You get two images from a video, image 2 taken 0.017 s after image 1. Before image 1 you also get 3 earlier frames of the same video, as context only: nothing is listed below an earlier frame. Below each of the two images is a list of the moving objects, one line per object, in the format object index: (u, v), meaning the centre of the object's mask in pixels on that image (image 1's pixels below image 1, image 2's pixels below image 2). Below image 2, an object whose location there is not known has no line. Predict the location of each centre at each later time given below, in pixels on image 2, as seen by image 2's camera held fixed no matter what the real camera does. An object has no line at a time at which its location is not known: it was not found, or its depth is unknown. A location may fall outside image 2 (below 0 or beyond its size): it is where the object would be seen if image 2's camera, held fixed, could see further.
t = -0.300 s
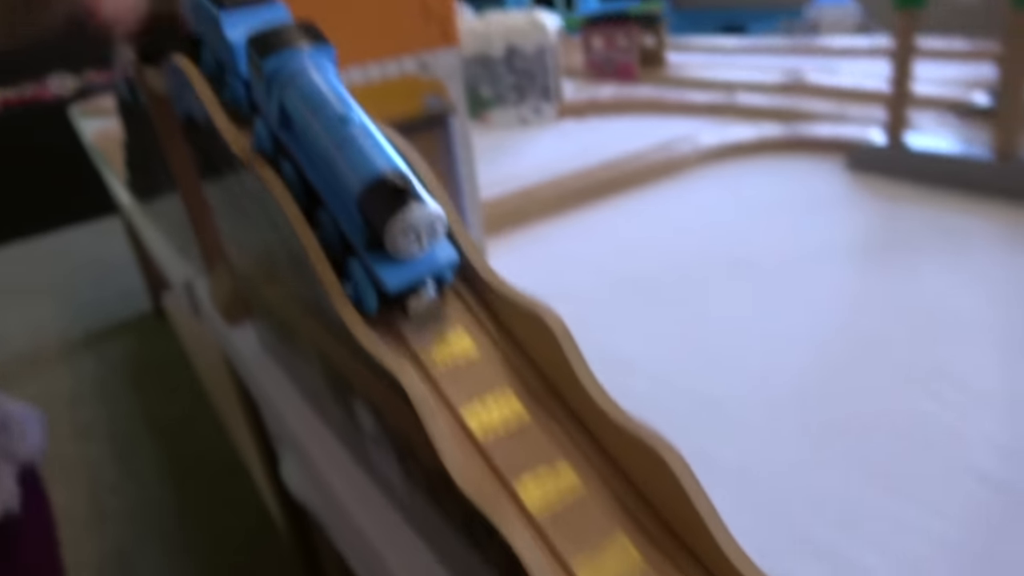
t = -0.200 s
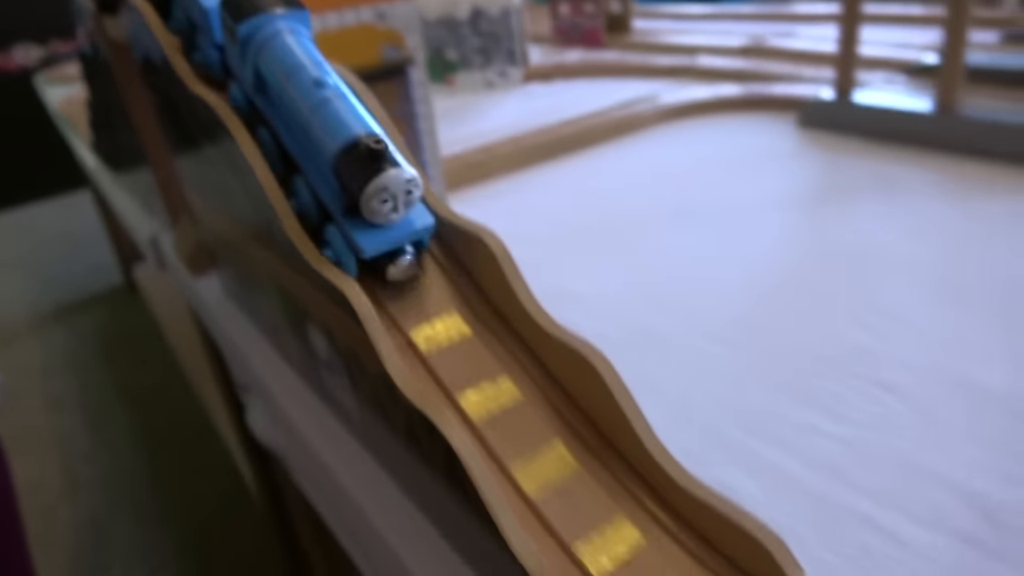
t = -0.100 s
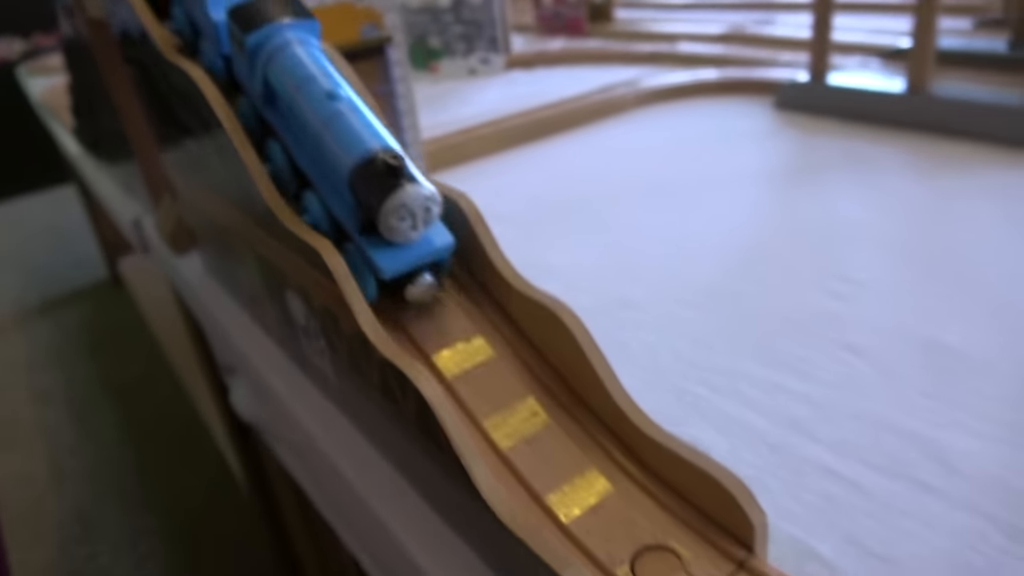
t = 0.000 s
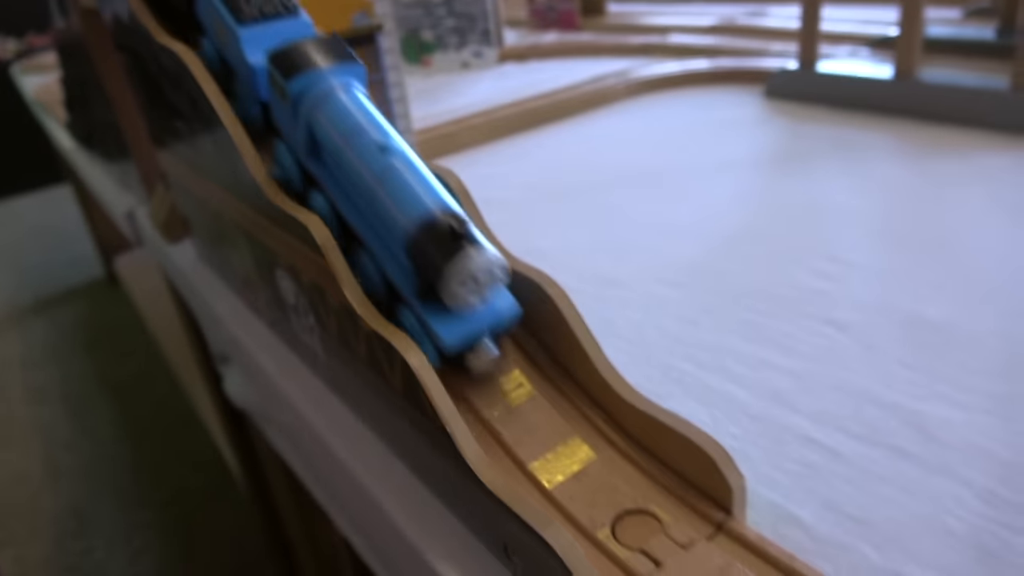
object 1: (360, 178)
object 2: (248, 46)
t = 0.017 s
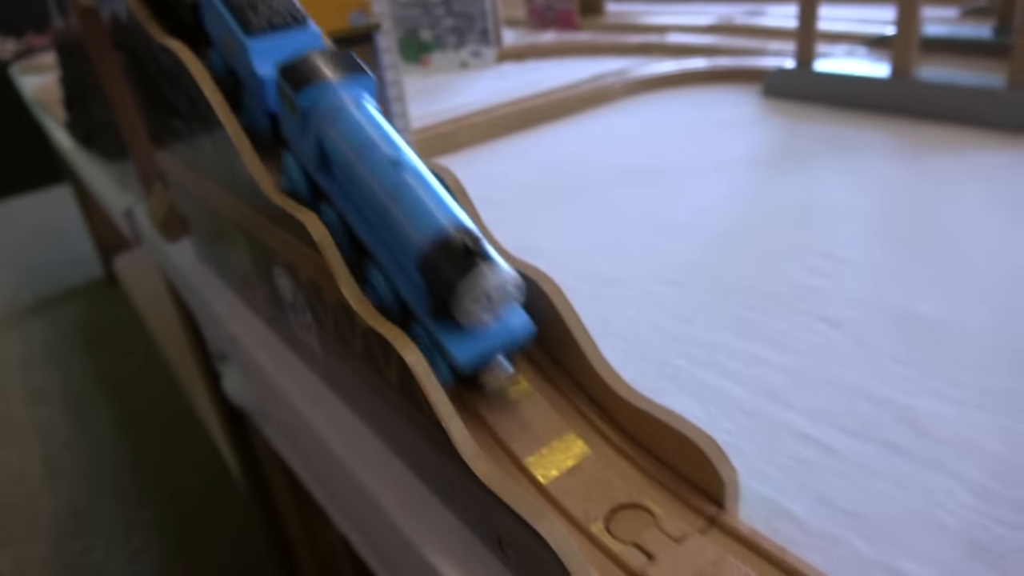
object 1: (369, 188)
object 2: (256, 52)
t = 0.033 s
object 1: (381, 201)
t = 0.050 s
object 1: (394, 218)
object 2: (281, 71)
